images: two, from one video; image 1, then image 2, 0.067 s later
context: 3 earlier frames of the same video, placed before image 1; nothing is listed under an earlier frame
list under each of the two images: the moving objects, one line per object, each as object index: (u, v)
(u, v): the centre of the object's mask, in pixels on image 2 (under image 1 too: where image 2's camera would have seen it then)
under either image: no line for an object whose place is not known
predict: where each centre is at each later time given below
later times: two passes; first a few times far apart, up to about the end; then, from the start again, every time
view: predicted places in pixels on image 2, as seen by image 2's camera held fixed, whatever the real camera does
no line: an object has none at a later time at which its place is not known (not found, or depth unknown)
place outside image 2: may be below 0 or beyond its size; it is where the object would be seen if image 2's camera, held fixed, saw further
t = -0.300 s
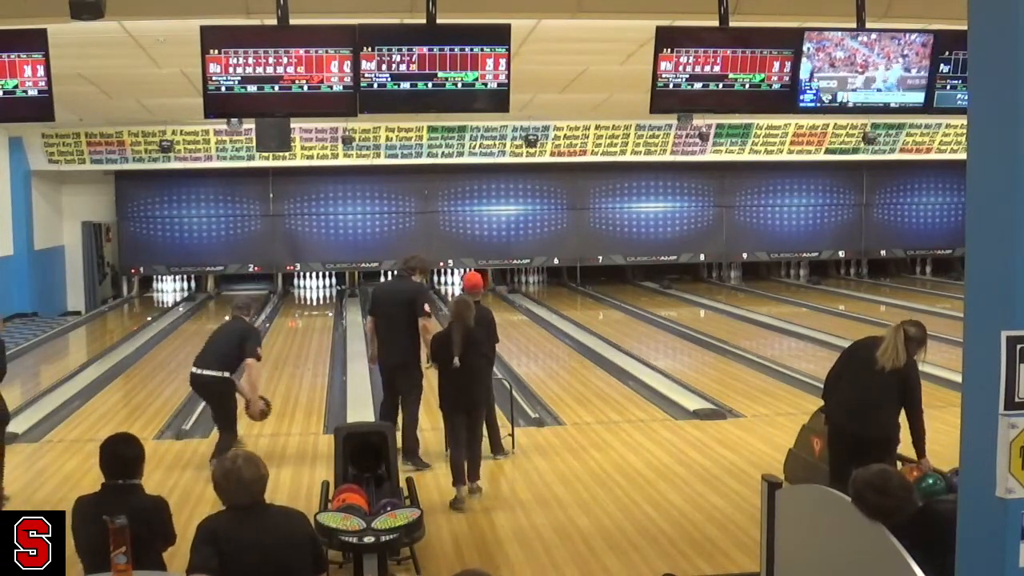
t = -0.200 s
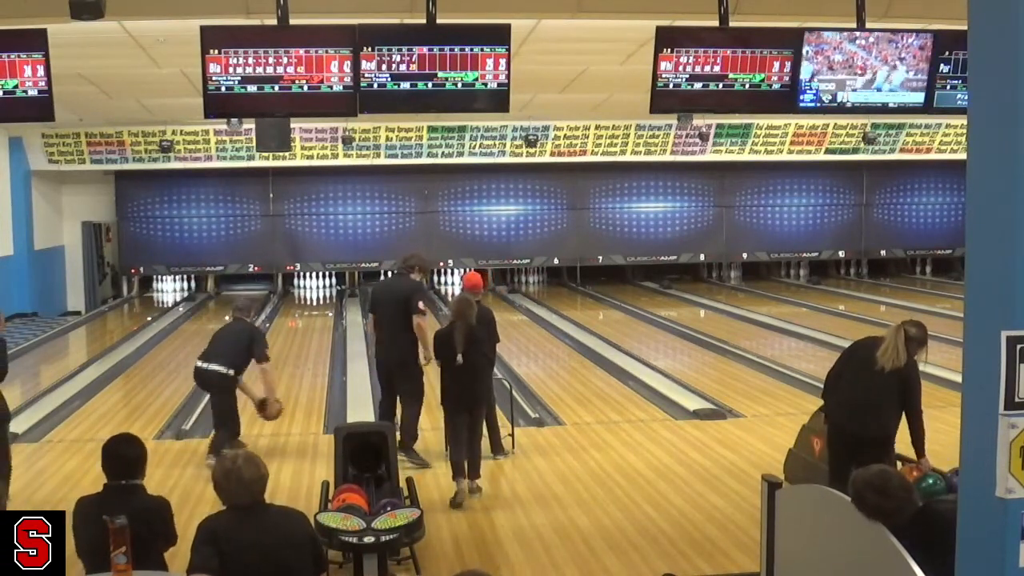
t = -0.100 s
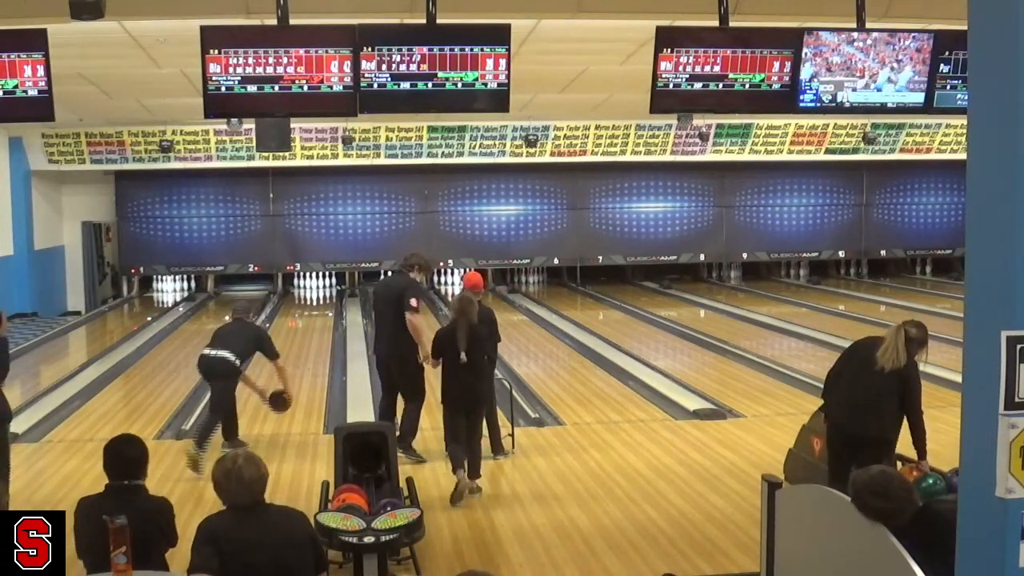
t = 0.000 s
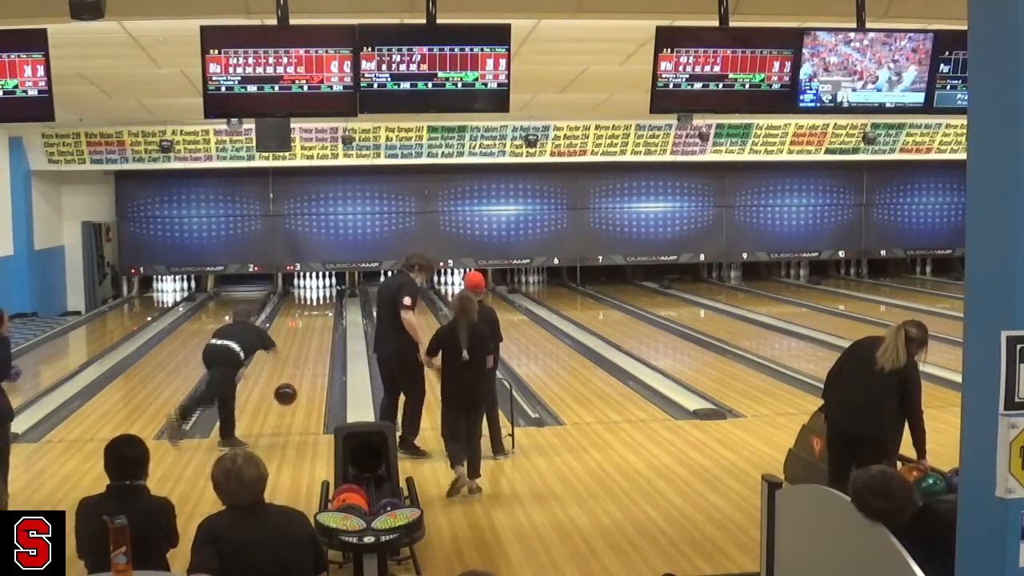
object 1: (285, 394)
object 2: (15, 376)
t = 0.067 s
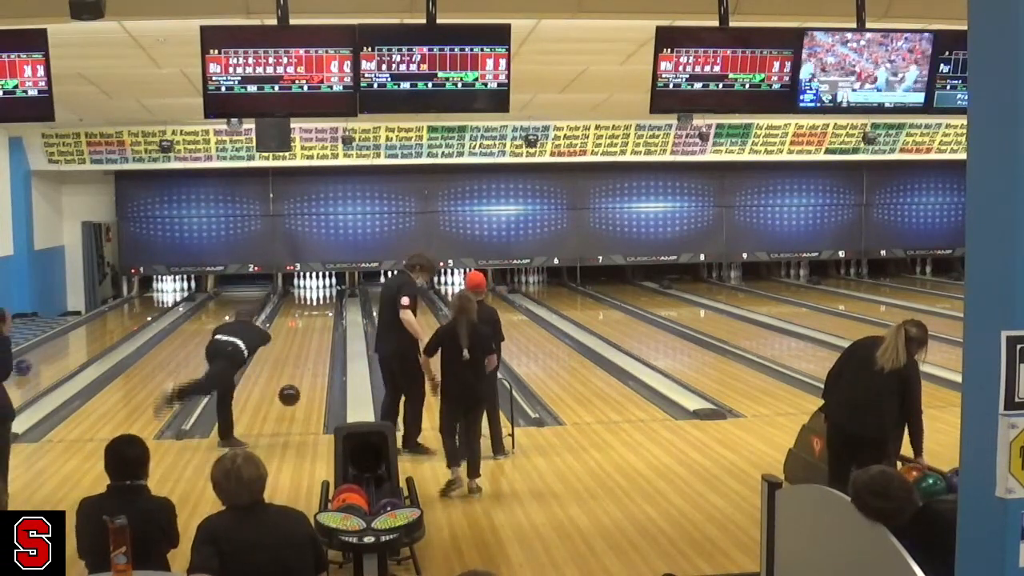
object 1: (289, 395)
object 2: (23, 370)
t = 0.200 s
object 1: (295, 398)
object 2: (44, 359)
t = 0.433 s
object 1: (303, 379)
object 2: (72, 345)
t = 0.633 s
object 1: (309, 364)
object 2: (90, 330)
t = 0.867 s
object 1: (314, 350)
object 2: (110, 317)
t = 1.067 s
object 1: (317, 340)
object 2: (124, 309)
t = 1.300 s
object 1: (319, 330)
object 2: (135, 304)
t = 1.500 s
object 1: (321, 322)
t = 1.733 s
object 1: (322, 315)
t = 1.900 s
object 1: (323, 310)
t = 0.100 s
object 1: (291, 397)
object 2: (30, 368)
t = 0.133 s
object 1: (292, 400)
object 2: (34, 365)
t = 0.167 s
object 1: (294, 402)
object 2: (39, 364)
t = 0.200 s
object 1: (295, 398)
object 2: (44, 359)
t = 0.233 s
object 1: (297, 396)
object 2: (48, 358)
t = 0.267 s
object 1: (298, 394)
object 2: (50, 357)
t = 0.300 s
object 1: (299, 390)
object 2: (57, 353)
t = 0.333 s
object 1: (300, 387)
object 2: (61, 351)
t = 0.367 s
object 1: (301, 384)
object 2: (63, 349)
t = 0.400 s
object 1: (302, 382)
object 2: (68, 346)
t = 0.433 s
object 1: (303, 379)
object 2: (72, 345)
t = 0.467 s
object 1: (304, 376)
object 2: (76, 343)
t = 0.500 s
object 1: (305, 373)
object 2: (77, 338)
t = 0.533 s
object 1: (306, 371)
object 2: (82, 338)
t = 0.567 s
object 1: (307, 369)
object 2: (86, 337)
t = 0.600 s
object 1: (308, 367)
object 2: (87, 332)
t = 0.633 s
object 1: (309, 364)
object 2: (90, 330)
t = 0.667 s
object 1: (309, 362)
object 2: (94, 329)
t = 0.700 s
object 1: (310, 360)
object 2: (96, 327)
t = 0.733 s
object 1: (311, 358)
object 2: (99, 325)
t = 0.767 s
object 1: (312, 356)
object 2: (103, 324)
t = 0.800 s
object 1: (312, 354)
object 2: (106, 320)
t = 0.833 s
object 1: (313, 352)
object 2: (108, 319)
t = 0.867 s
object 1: (314, 350)
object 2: (110, 317)
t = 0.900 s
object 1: (314, 348)
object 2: (113, 316)
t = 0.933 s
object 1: (315, 347)
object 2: (115, 314)
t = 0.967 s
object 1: (315, 345)
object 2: (117, 313)
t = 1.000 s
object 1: (316, 343)
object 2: (120, 312)
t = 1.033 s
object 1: (316, 342)
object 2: (122, 311)
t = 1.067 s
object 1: (317, 340)
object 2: (124, 309)
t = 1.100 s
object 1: (317, 339)
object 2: (126, 307)
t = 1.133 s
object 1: (318, 337)
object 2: (131, 305)
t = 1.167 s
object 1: (318, 336)
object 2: (132, 304)
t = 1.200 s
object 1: (319, 334)
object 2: (132, 304)
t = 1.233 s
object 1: (319, 333)
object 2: (133, 304)
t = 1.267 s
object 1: (319, 331)
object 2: (133, 303)
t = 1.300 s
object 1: (319, 330)
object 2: (135, 304)
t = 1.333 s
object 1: (320, 329)
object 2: (134, 305)
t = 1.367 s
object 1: (320, 327)
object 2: (139, 303)
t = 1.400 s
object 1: (320, 326)
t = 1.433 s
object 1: (321, 325)
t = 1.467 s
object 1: (321, 324)
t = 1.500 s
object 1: (321, 322)
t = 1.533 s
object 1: (321, 321)
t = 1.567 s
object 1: (321, 320)
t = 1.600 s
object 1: (322, 319)
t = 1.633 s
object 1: (322, 318)
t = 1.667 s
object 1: (322, 317)
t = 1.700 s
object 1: (322, 315)
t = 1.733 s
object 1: (322, 315)
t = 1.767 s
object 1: (322, 314)
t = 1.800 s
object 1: (322, 312)
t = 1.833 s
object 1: (322, 312)
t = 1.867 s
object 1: (323, 311)
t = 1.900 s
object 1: (323, 310)
